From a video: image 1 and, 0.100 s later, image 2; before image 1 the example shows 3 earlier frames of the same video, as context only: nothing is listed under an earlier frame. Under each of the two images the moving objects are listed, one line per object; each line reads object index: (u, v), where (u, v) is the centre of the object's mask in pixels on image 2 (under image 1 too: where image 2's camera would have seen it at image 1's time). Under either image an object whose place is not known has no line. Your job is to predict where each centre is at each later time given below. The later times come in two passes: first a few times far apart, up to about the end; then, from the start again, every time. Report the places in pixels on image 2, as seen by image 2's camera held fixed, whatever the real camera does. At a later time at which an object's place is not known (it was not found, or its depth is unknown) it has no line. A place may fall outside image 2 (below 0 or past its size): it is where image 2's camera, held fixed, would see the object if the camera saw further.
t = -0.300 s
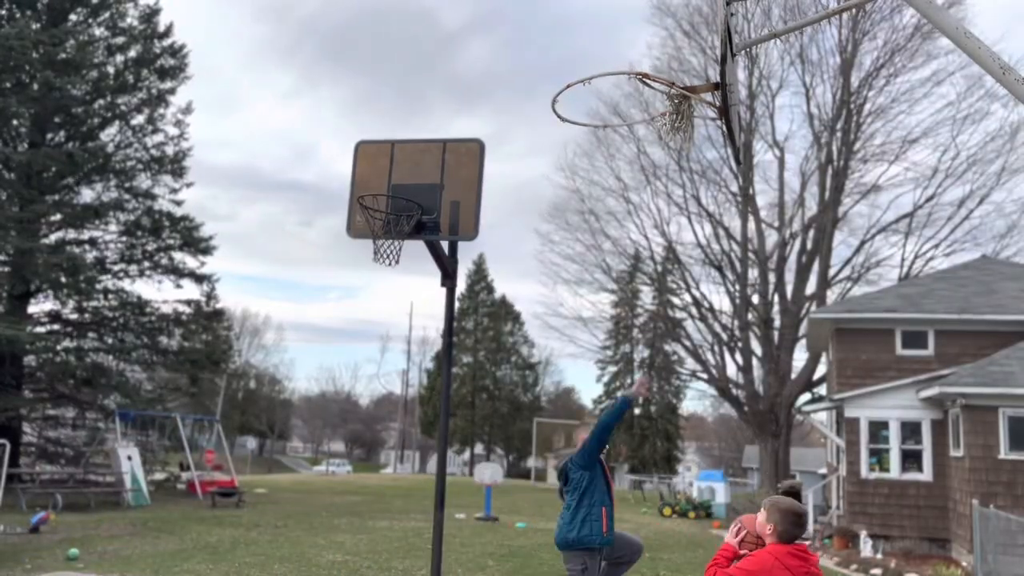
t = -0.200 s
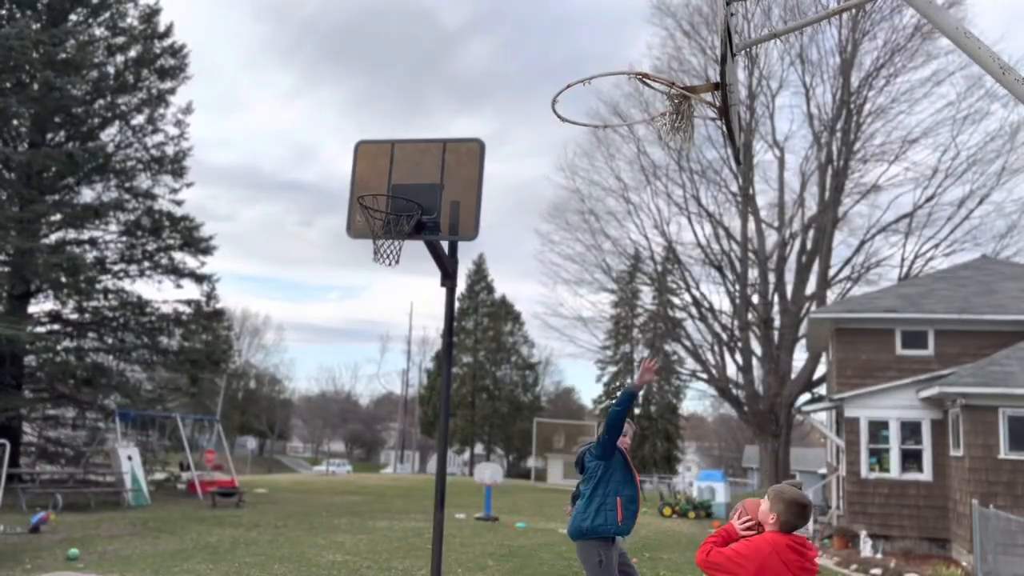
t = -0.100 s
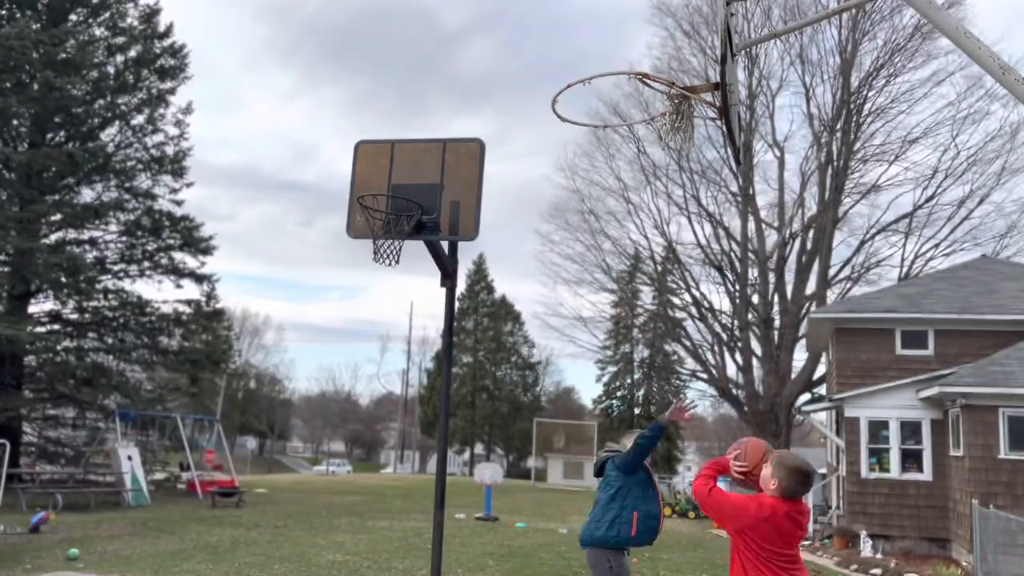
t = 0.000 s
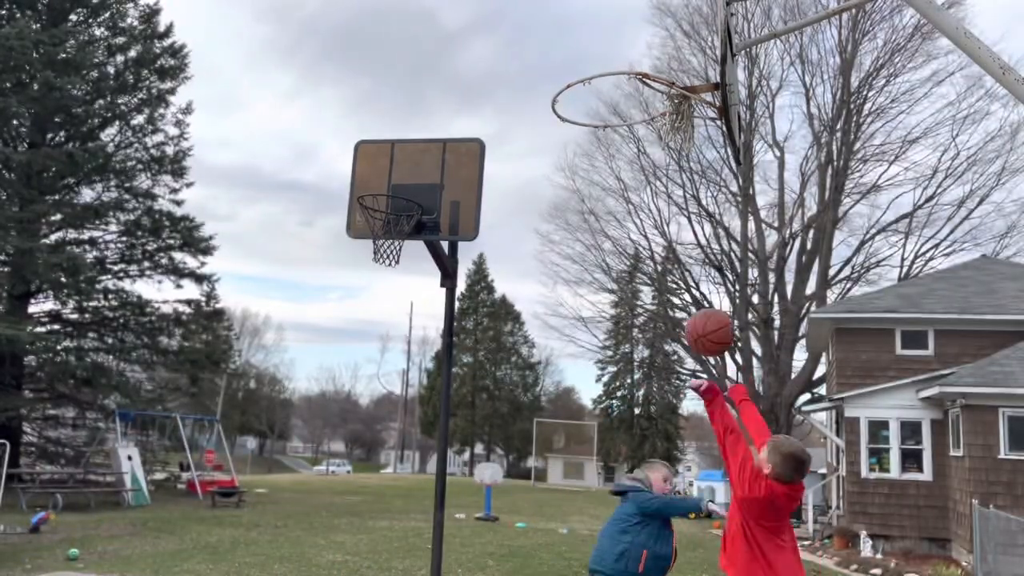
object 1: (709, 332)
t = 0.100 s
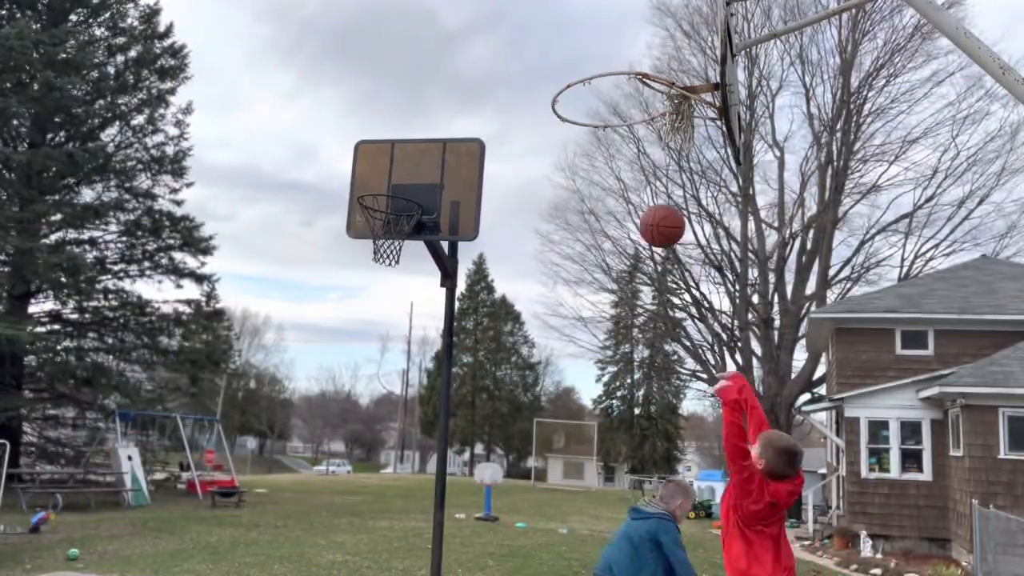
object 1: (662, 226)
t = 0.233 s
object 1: (609, 131)
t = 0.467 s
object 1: (534, 60)
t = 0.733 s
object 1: (465, 84)
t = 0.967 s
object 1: (414, 164)
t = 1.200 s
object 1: (387, 188)
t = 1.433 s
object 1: (440, 198)
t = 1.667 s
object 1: (491, 276)
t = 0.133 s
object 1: (648, 197)
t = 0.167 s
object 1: (634, 172)
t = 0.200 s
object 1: (622, 150)
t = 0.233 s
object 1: (609, 131)
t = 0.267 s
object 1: (598, 110)
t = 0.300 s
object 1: (586, 100)
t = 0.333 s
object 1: (575, 88)
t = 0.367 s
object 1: (562, 74)
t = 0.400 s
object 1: (554, 70)
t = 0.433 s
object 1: (544, 64)
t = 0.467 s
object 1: (534, 60)
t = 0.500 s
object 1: (525, 58)
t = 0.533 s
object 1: (516, 57)
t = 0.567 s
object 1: (507, 58)
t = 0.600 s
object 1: (498, 61)
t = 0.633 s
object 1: (490, 65)
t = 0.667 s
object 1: (481, 70)
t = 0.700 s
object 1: (473, 76)
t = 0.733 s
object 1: (465, 84)
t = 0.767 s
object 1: (458, 93)
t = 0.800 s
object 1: (450, 103)
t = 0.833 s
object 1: (443, 115)
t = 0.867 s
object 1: (436, 127)
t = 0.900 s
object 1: (428, 141)
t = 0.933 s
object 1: (421, 155)
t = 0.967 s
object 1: (414, 164)
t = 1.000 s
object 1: (407, 172)
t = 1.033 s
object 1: (399, 182)
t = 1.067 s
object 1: (392, 196)
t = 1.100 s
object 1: (386, 197)
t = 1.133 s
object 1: (383, 194)
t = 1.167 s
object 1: (378, 192)
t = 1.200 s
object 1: (387, 188)
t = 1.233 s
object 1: (395, 184)
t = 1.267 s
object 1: (403, 183)
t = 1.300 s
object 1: (411, 184)
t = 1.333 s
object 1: (420, 185)
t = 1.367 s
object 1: (425, 188)
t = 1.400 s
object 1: (433, 192)
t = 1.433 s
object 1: (440, 198)
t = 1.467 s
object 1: (448, 205)
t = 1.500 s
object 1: (456, 214)
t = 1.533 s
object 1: (462, 222)
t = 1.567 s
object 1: (471, 233)
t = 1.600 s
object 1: (477, 246)
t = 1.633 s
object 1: (484, 261)
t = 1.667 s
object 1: (491, 276)
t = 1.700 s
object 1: (499, 293)
